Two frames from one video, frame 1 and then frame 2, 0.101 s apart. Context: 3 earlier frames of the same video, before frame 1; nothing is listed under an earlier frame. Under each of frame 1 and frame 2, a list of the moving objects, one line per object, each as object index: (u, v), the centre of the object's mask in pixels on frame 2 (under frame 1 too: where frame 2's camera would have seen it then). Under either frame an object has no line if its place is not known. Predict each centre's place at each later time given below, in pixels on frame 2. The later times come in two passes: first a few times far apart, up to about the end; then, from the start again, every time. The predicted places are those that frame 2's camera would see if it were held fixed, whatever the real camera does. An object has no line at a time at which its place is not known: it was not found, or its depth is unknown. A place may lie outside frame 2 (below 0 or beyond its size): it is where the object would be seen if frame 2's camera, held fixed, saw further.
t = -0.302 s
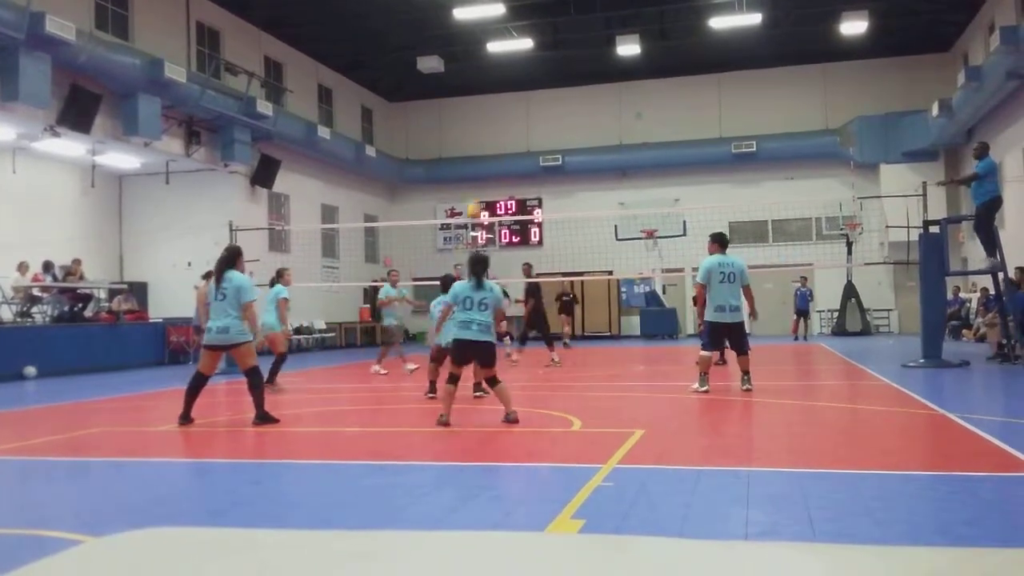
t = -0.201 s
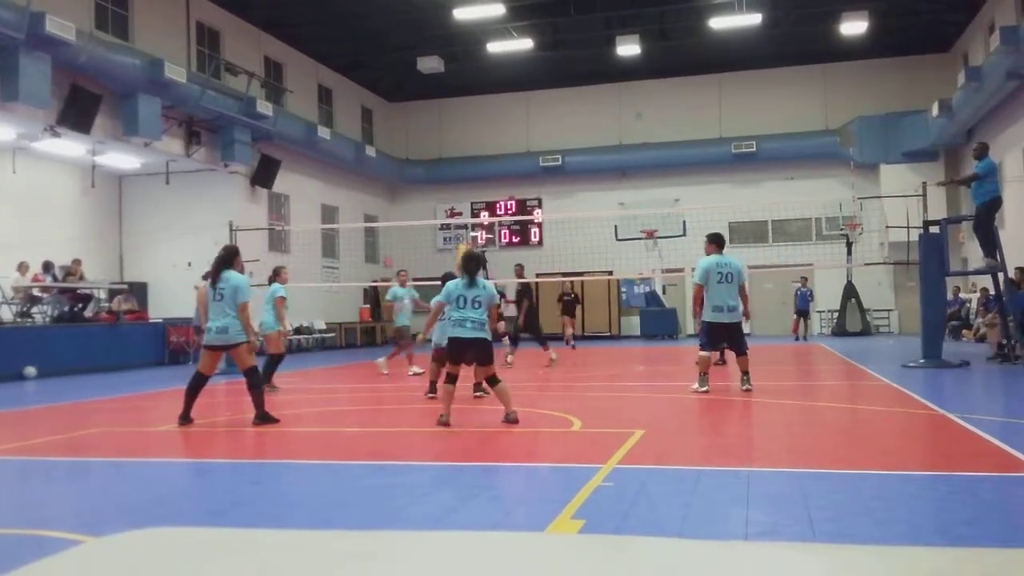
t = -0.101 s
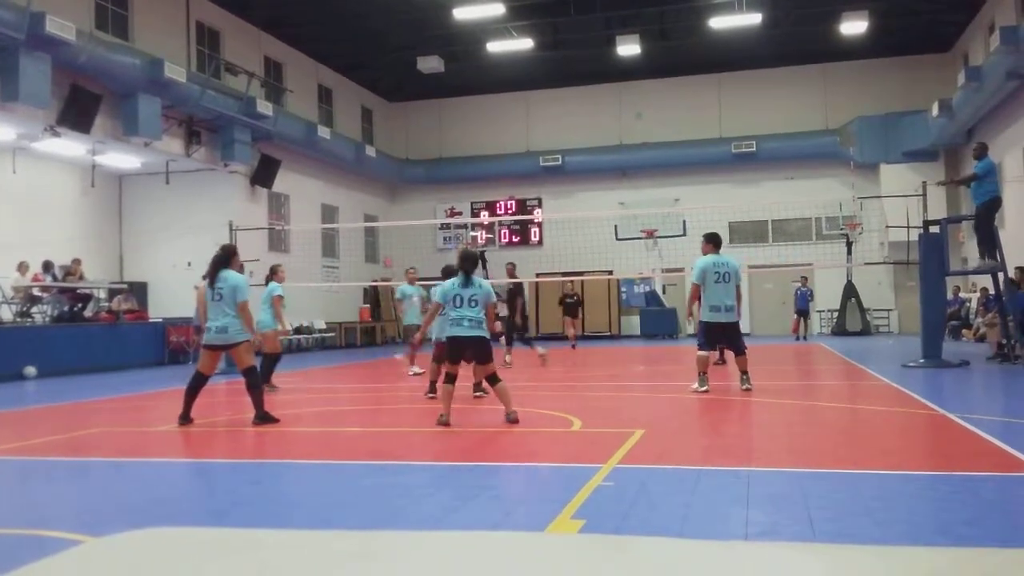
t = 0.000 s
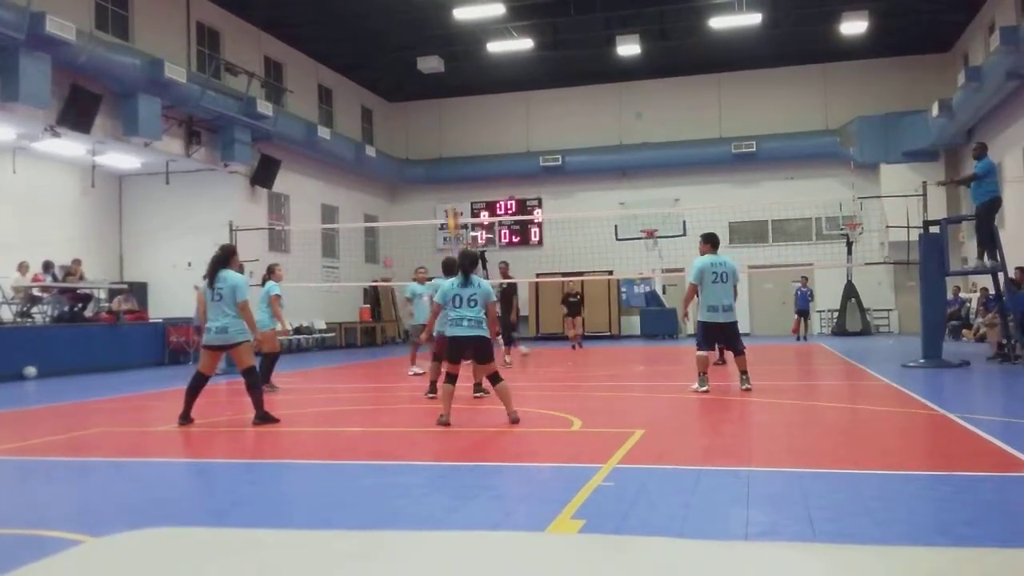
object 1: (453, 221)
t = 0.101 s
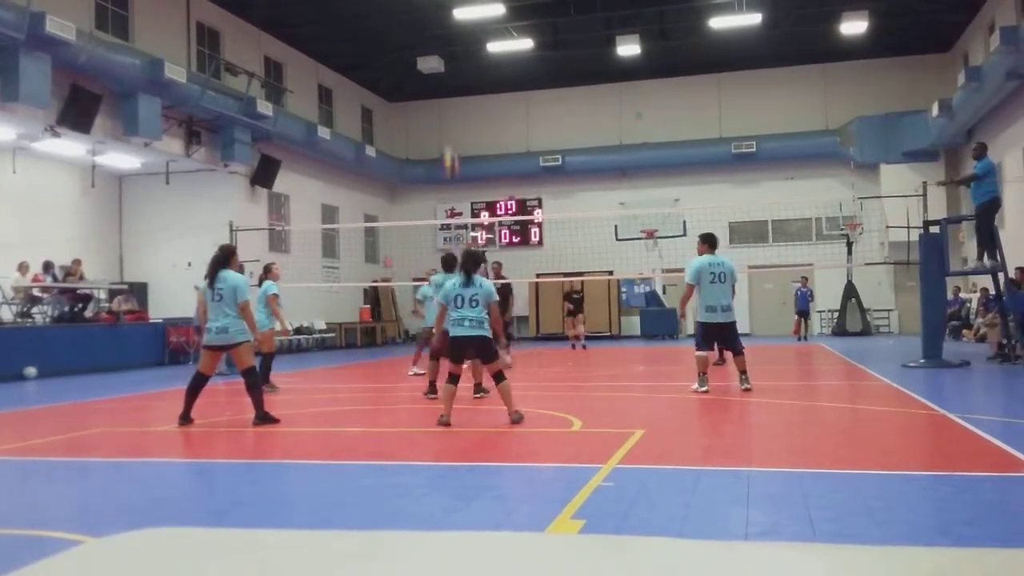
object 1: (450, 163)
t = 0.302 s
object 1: (444, 74)
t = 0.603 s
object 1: (438, 13)
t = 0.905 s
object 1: (435, 22)
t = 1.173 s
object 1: (433, 83)
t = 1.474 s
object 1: (432, 198)
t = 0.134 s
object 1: (447, 141)
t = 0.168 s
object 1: (446, 126)
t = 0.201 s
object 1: (446, 111)
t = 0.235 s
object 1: (445, 95)
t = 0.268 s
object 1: (444, 85)
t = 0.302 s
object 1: (444, 74)
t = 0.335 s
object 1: (443, 63)
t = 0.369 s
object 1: (443, 53)
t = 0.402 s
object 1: (442, 45)
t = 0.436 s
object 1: (441, 37)
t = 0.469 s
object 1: (440, 31)
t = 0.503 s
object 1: (439, 25)
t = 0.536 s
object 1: (439, 20)
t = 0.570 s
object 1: (438, 16)
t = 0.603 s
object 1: (438, 13)
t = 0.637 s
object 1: (437, 10)
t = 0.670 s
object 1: (437, 9)
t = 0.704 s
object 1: (436, 8)
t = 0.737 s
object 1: (436, 9)
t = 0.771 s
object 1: (436, 9)
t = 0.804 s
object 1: (435, 12)
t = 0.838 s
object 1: (435, 14)
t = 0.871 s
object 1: (435, 18)
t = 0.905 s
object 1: (435, 22)
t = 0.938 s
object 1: (434, 27)
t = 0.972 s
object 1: (434, 33)
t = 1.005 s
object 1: (434, 39)
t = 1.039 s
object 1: (433, 46)
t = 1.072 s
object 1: (434, 52)
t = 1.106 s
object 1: (434, 62)
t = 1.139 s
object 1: (432, 73)
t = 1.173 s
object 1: (433, 83)
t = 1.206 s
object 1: (432, 93)
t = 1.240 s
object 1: (433, 105)
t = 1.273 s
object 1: (433, 117)
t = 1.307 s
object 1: (434, 129)
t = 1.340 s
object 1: (434, 142)
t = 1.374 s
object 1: (433, 157)
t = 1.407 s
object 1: (432, 171)
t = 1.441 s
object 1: (431, 185)
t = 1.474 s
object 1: (432, 198)
